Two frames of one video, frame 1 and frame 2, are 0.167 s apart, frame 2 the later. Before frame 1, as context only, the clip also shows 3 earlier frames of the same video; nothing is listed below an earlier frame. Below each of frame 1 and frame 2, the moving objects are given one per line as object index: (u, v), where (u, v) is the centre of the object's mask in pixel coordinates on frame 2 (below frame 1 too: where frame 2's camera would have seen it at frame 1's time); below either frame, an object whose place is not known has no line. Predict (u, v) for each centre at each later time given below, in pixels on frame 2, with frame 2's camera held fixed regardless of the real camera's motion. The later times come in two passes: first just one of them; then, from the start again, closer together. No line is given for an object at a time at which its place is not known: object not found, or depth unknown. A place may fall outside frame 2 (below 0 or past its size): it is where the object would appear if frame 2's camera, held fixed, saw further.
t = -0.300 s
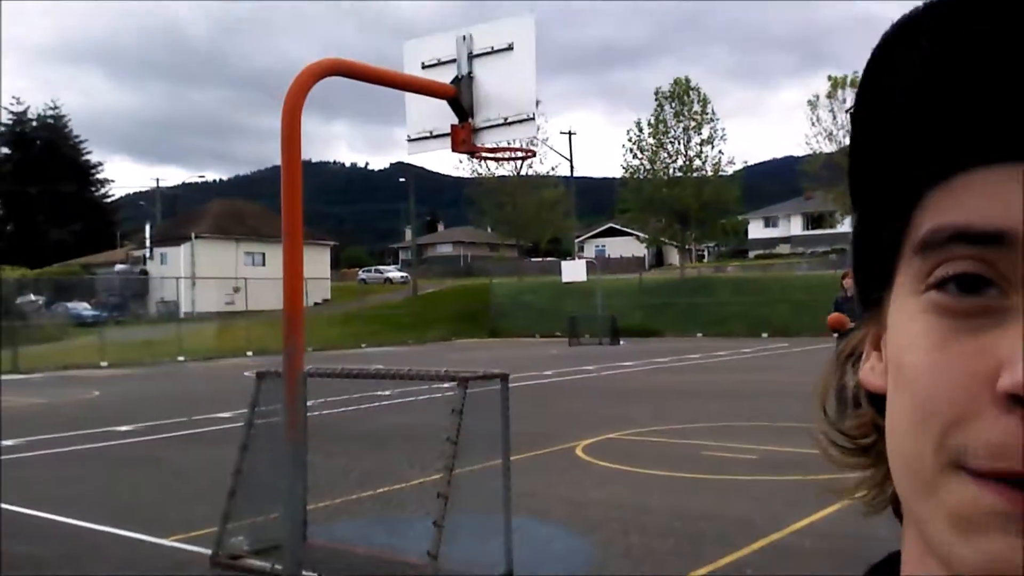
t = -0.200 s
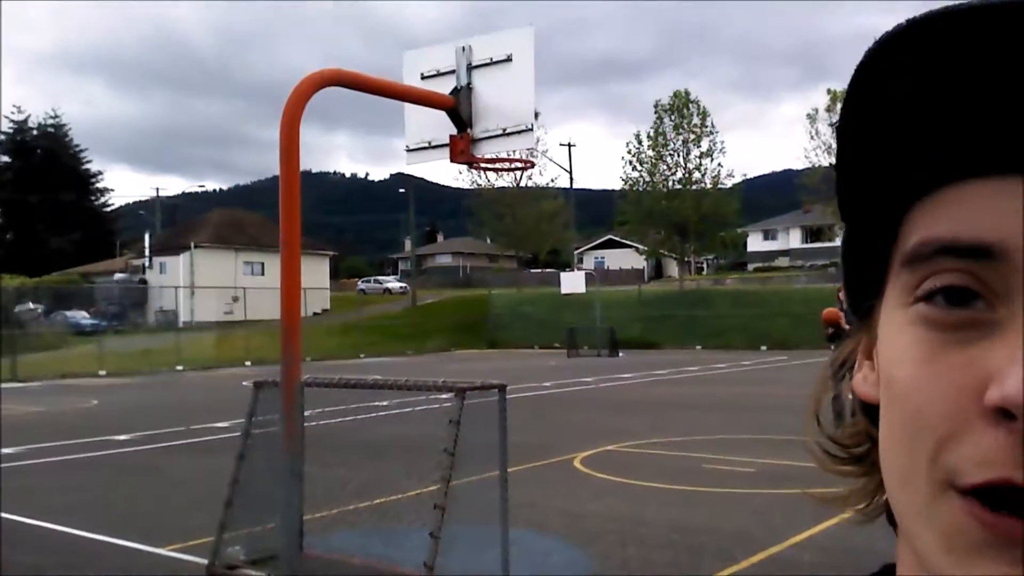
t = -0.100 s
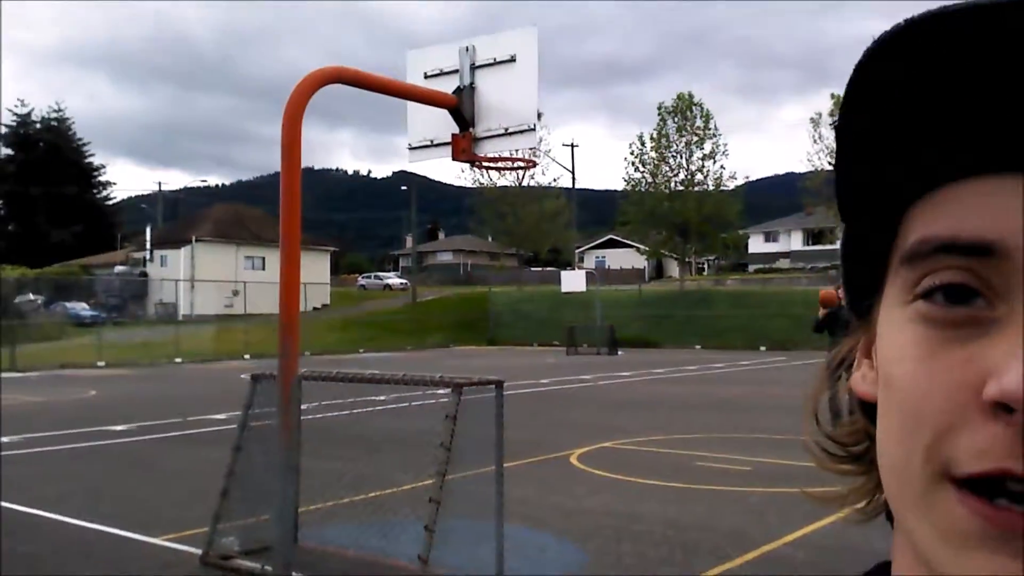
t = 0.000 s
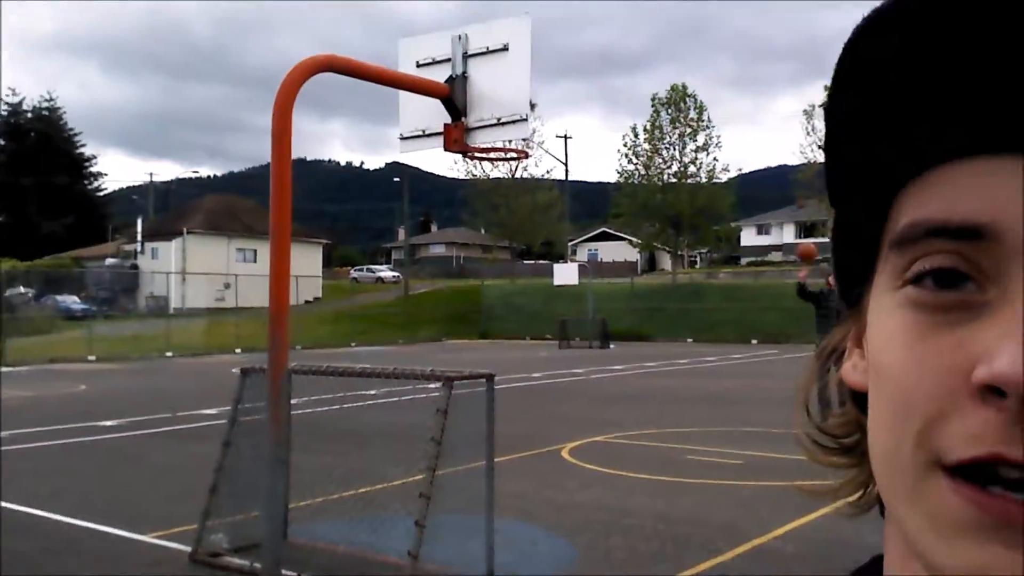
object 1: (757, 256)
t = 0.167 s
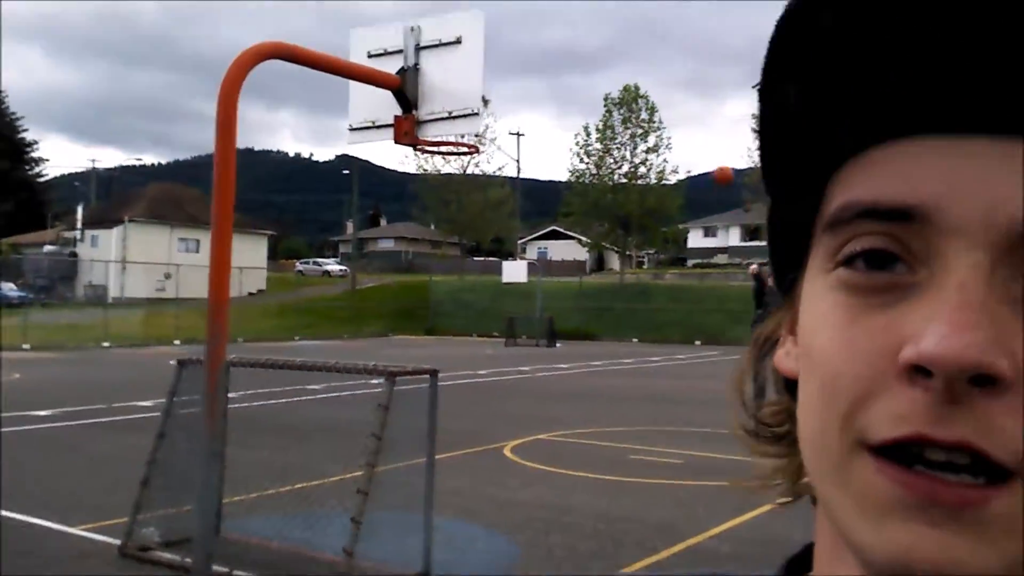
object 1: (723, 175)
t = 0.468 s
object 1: (646, 63)
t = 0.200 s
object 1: (716, 162)
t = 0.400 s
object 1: (672, 90)
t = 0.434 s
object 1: (655, 72)
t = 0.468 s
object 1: (646, 63)
